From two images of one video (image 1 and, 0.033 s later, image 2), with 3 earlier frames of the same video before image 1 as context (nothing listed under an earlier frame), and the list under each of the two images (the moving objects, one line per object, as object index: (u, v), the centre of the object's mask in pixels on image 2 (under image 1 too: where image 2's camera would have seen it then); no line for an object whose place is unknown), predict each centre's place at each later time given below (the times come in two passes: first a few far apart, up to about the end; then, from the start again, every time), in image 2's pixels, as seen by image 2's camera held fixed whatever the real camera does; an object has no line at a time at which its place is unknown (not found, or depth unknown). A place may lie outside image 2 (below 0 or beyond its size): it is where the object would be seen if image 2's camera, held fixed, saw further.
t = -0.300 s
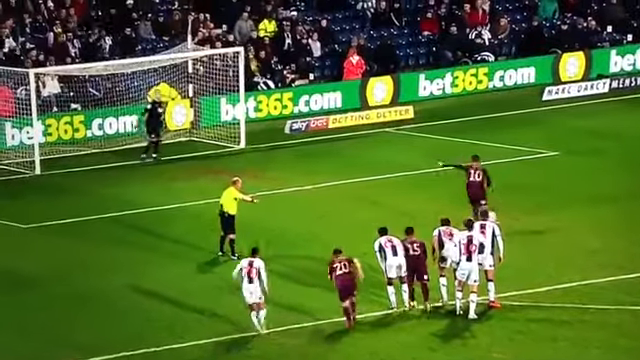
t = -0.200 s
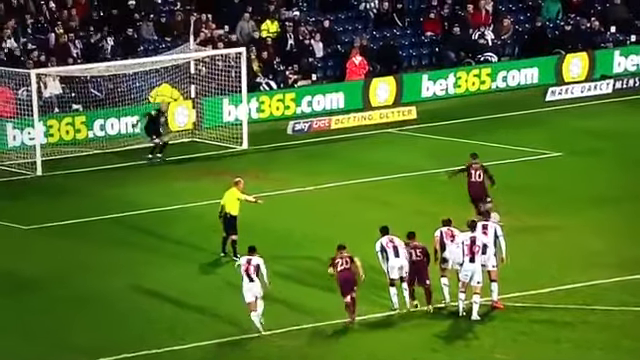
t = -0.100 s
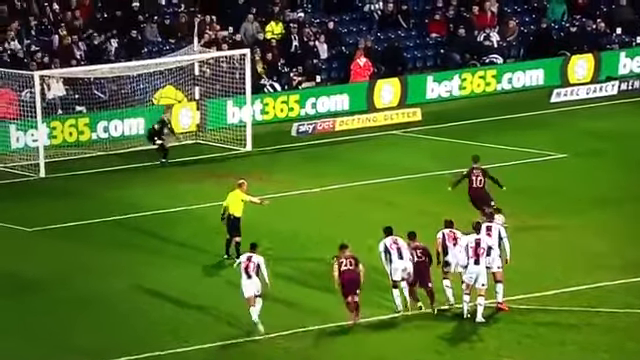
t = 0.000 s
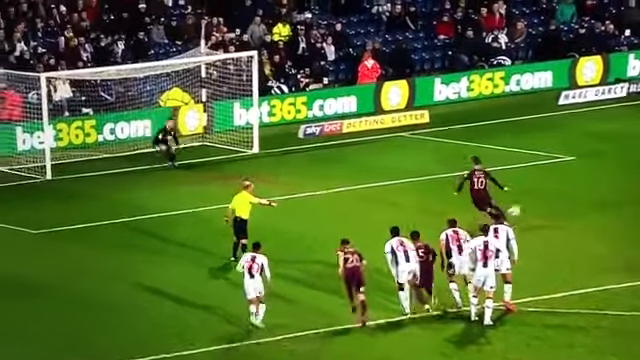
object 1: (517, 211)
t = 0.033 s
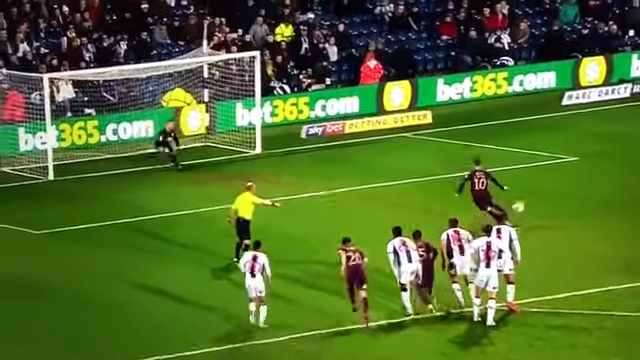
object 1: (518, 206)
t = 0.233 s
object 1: (530, 186)
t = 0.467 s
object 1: (540, 183)
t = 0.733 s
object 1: (551, 202)
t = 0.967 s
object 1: (561, 190)
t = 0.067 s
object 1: (521, 201)
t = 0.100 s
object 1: (523, 197)
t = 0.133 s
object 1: (524, 193)
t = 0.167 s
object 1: (526, 190)
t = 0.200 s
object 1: (527, 188)
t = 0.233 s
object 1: (530, 186)
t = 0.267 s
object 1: (531, 184)
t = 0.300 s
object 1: (533, 182)
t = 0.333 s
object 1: (535, 181)
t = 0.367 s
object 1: (536, 182)
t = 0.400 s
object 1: (538, 182)
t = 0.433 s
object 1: (539, 183)
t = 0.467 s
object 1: (540, 183)
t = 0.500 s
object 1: (543, 185)
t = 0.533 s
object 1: (543, 187)
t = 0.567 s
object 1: (545, 191)
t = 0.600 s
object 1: (546, 194)
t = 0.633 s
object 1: (547, 197)
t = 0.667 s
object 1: (549, 201)
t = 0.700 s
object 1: (550, 204)
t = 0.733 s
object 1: (551, 202)
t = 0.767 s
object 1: (553, 199)
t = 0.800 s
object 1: (555, 196)
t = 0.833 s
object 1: (556, 194)
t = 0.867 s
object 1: (557, 192)
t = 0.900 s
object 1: (559, 191)
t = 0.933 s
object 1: (560, 190)
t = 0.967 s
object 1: (561, 190)
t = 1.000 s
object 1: (563, 190)
